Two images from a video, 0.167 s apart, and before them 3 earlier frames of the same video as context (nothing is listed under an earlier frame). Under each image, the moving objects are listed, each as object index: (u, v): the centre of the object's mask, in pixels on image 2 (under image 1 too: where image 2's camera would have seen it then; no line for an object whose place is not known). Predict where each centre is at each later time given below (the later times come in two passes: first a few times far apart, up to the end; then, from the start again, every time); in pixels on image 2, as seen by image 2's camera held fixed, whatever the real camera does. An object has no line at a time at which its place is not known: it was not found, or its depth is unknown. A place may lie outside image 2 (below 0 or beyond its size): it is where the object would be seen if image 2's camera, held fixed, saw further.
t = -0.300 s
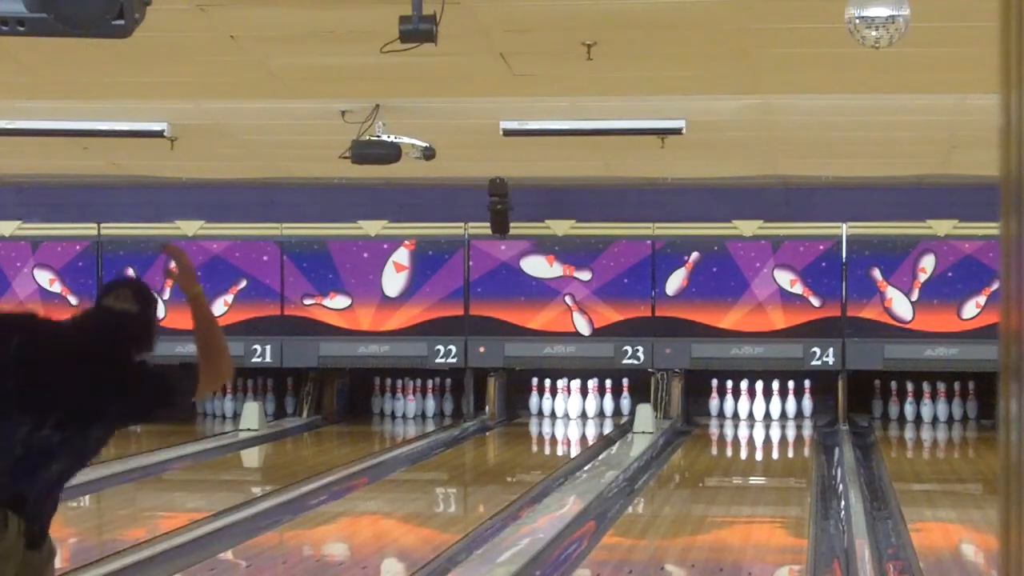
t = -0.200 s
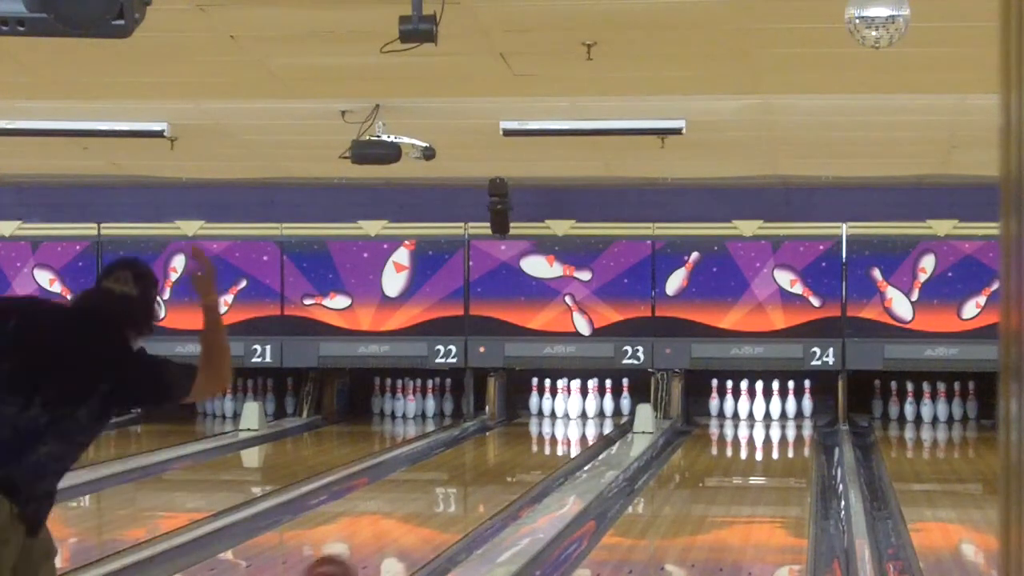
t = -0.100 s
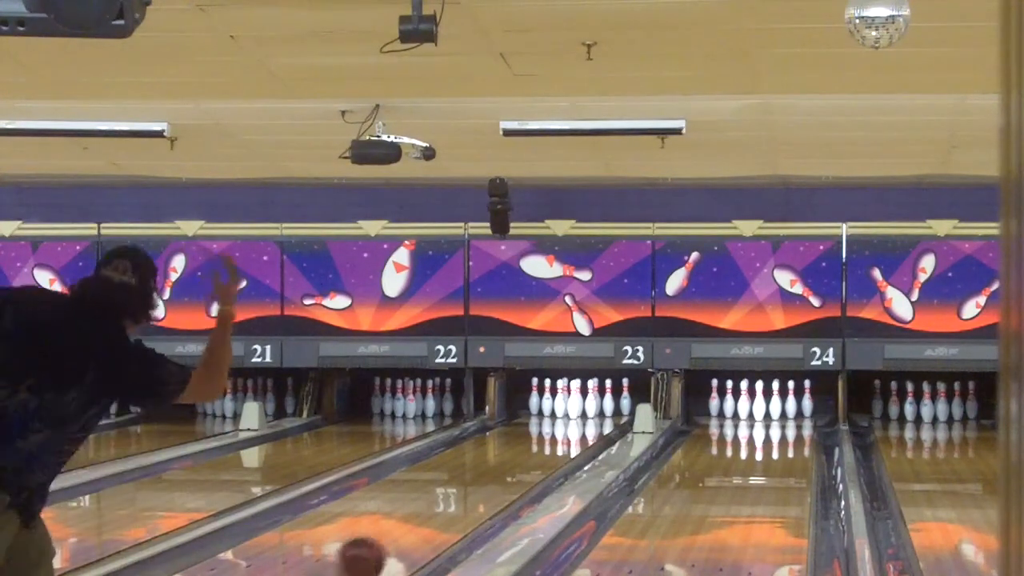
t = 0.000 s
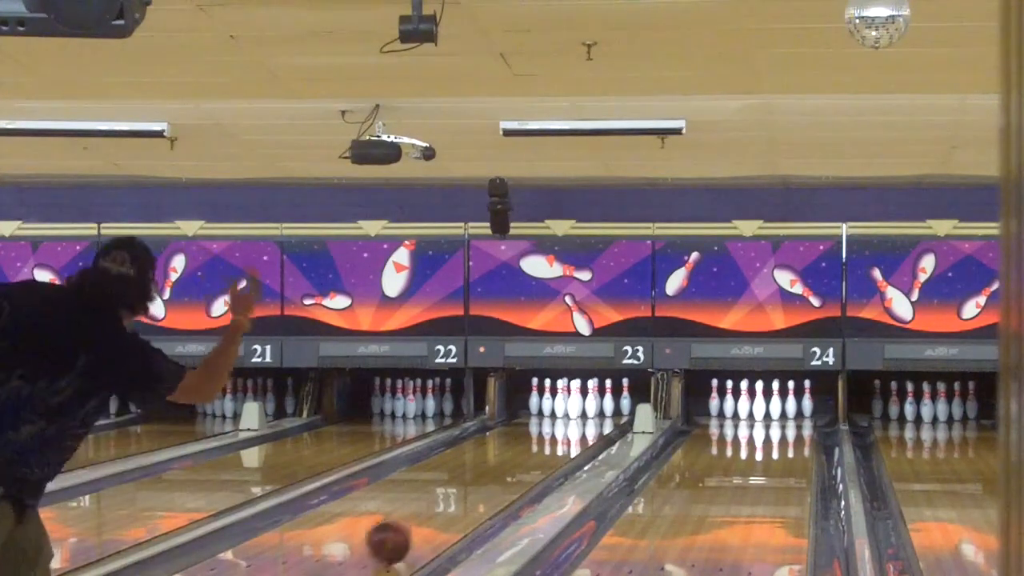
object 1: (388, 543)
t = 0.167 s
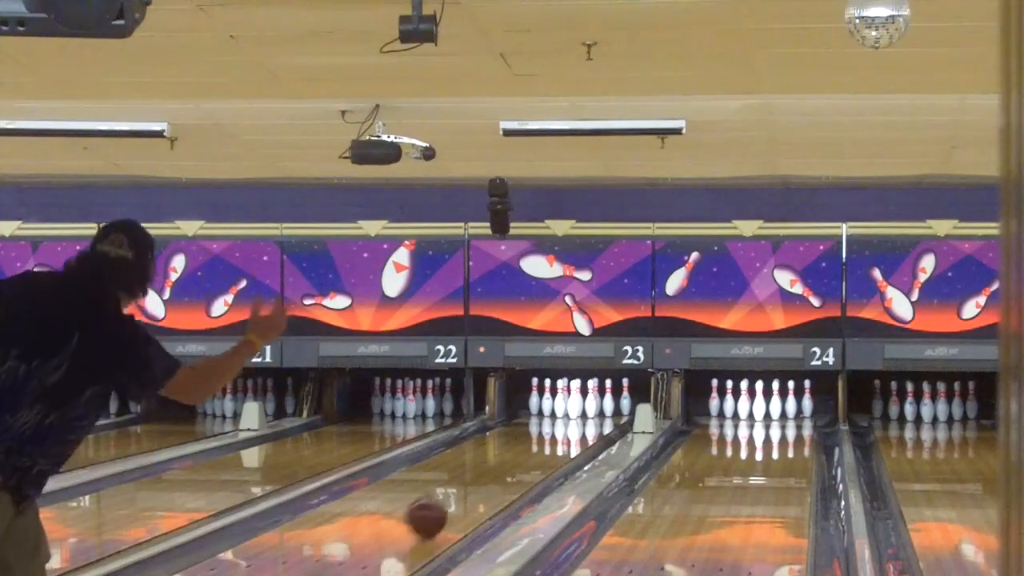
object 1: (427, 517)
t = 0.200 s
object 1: (433, 512)
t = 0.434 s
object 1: (472, 488)
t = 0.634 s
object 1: (498, 470)
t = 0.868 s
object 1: (521, 452)
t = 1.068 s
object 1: (538, 440)
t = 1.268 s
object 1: (551, 430)
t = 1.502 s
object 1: (562, 419)
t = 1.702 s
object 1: (570, 412)
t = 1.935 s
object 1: (576, 405)
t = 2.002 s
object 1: (579, 405)
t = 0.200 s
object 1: (433, 512)
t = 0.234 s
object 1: (439, 509)
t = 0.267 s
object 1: (446, 504)
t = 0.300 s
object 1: (451, 502)
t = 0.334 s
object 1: (457, 498)
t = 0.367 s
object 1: (462, 493)
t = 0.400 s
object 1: (467, 490)
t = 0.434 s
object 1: (472, 488)
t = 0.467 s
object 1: (478, 483)
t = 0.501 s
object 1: (481, 481)
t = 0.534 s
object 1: (486, 478)
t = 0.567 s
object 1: (490, 475)
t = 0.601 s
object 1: (494, 472)
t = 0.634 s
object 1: (498, 470)
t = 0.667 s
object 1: (502, 467)
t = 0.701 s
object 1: (506, 464)
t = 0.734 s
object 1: (508, 462)
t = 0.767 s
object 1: (512, 460)
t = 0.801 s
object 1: (515, 457)
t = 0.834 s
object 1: (518, 454)
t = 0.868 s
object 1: (521, 452)
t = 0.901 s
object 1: (525, 450)
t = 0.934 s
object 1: (527, 449)
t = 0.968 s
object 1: (531, 446)
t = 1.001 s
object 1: (534, 444)
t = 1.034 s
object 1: (536, 442)
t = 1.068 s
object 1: (538, 440)
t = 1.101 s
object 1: (541, 438)
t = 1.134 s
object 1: (543, 436)
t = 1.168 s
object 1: (545, 435)
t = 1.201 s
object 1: (547, 434)
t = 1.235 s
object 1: (549, 432)
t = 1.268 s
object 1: (551, 430)
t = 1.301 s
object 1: (553, 428)
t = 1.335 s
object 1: (555, 426)
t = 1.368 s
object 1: (557, 425)
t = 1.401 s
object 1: (558, 424)
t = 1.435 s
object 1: (560, 422)
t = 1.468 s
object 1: (561, 420)
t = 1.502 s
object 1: (562, 419)
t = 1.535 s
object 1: (564, 418)
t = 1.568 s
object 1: (564, 417)
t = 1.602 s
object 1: (567, 415)
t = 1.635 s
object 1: (567, 414)
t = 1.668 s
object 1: (569, 413)
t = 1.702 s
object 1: (570, 412)
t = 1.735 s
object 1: (571, 411)
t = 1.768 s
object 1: (572, 410)
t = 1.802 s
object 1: (572, 409)
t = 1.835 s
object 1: (573, 408)
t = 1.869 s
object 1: (572, 408)
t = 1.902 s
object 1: (574, 408)
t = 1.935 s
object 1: (576, 405)
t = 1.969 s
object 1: (577, 406)
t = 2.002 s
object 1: (579, 405)
